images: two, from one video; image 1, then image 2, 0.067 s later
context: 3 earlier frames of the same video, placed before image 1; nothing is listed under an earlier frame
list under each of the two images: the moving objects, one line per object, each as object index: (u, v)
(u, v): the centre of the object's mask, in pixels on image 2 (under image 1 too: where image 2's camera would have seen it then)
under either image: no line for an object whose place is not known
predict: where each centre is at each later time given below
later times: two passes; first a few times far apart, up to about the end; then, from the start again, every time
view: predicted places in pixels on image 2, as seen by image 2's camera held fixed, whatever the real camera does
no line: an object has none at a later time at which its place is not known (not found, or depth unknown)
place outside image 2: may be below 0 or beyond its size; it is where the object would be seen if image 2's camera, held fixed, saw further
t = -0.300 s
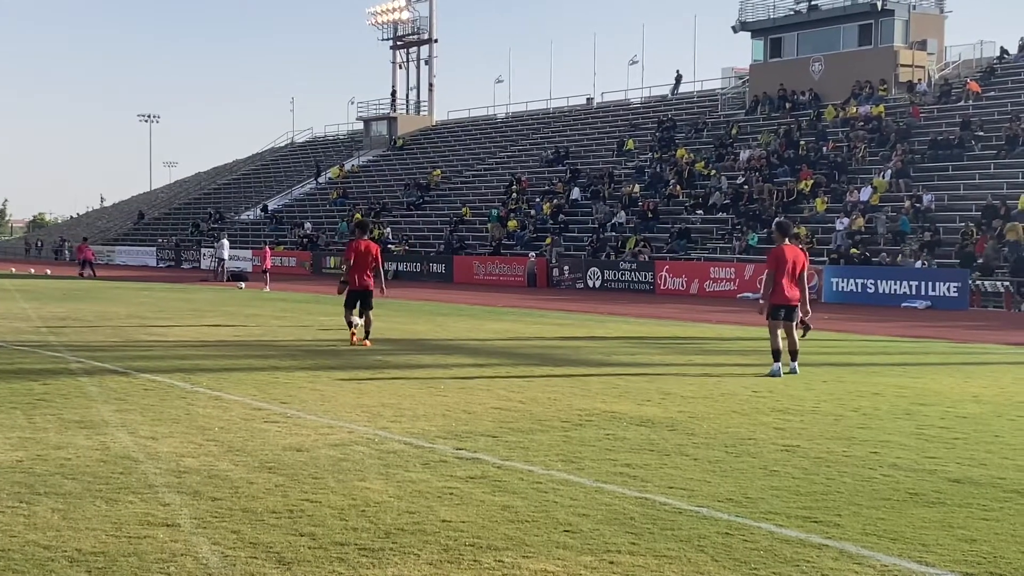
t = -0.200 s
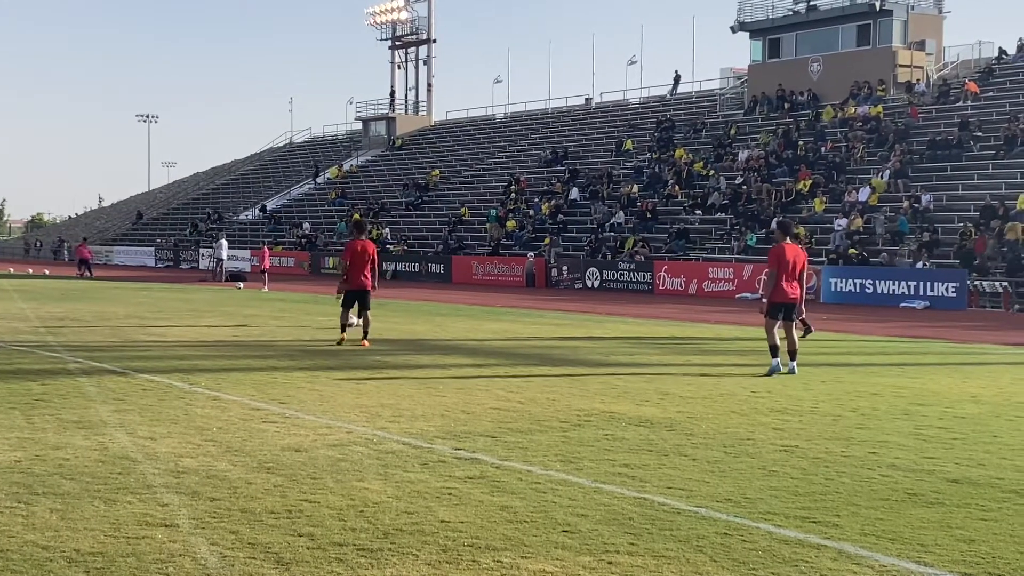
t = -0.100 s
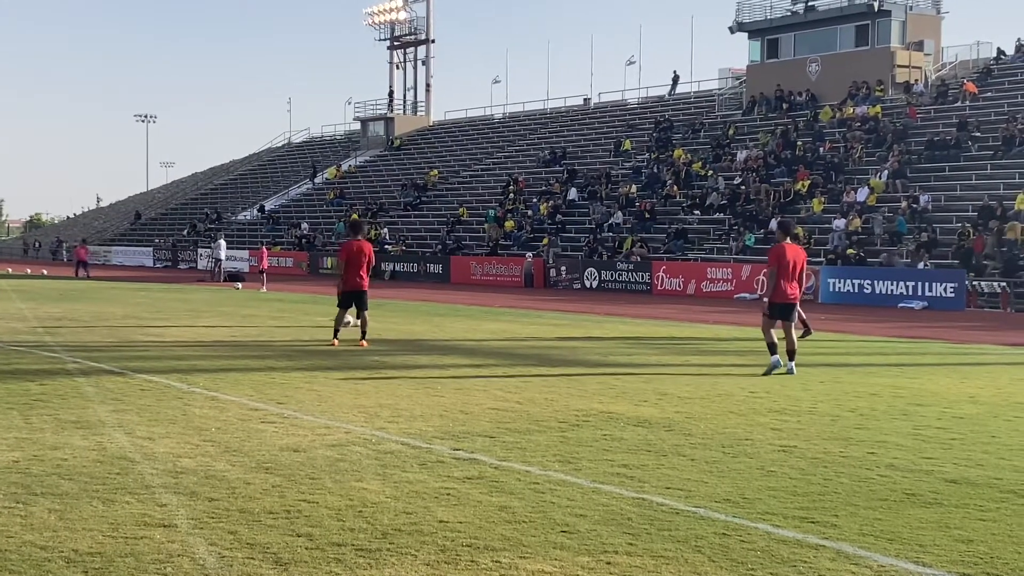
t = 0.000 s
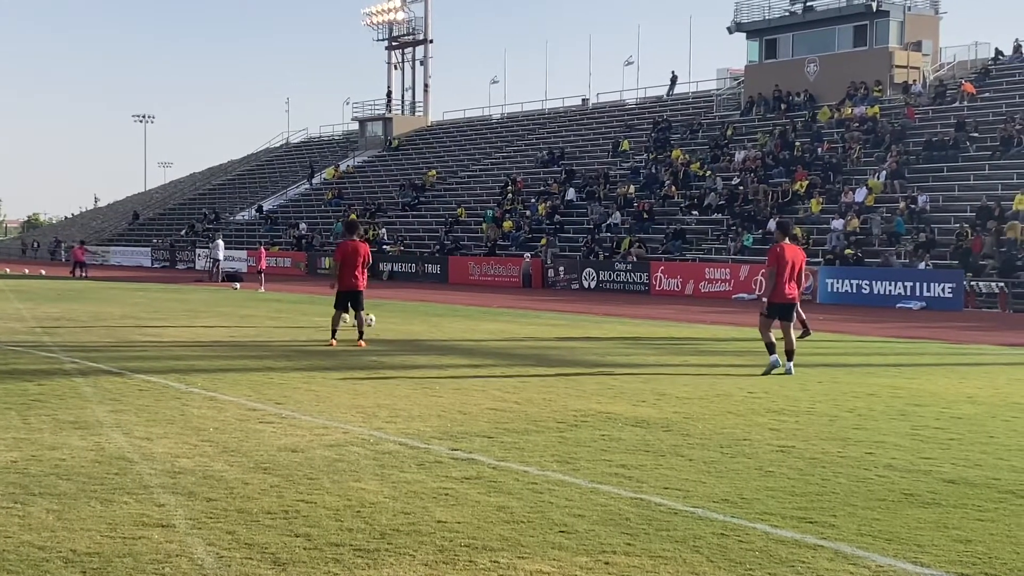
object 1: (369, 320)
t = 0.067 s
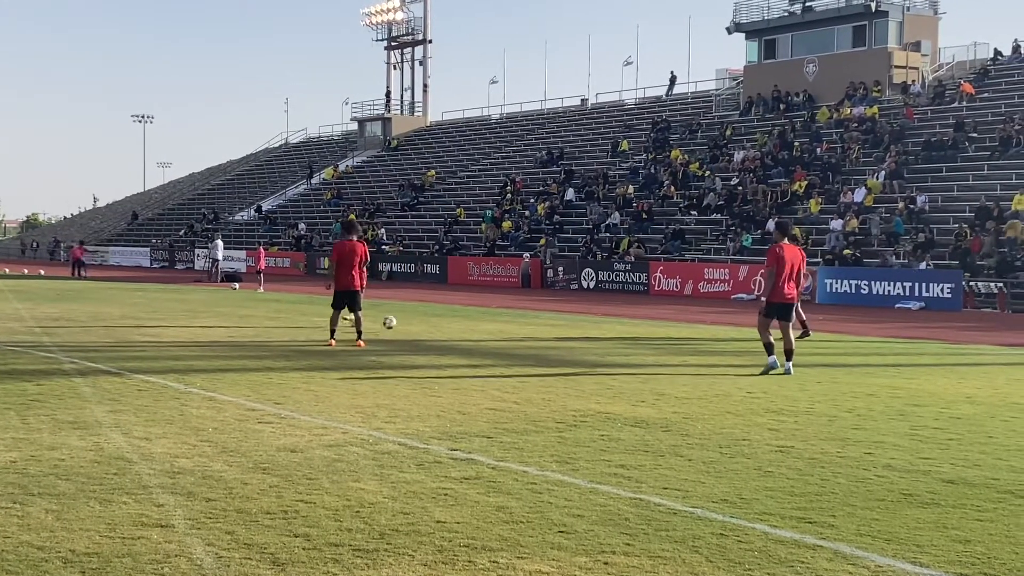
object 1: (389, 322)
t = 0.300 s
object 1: (468, 330)
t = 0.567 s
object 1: (563, 341)
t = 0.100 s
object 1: (401, 324)
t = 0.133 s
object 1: (412, 327)
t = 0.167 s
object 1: (423, 330)
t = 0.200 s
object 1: (435, 330)
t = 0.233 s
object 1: (445, 330)
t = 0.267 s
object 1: (457, 330)
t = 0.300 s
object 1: (468, 330)
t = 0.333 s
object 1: (479, 331)
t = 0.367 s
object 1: (491, 333)
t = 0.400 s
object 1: (504, 336)
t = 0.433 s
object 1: (516, 340)
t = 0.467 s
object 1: (527, 339)
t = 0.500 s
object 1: (539, 339)
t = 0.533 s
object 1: (551, 339)
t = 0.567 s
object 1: (563, 341)
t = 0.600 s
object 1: (575, 343)
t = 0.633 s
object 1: (587, 345)
